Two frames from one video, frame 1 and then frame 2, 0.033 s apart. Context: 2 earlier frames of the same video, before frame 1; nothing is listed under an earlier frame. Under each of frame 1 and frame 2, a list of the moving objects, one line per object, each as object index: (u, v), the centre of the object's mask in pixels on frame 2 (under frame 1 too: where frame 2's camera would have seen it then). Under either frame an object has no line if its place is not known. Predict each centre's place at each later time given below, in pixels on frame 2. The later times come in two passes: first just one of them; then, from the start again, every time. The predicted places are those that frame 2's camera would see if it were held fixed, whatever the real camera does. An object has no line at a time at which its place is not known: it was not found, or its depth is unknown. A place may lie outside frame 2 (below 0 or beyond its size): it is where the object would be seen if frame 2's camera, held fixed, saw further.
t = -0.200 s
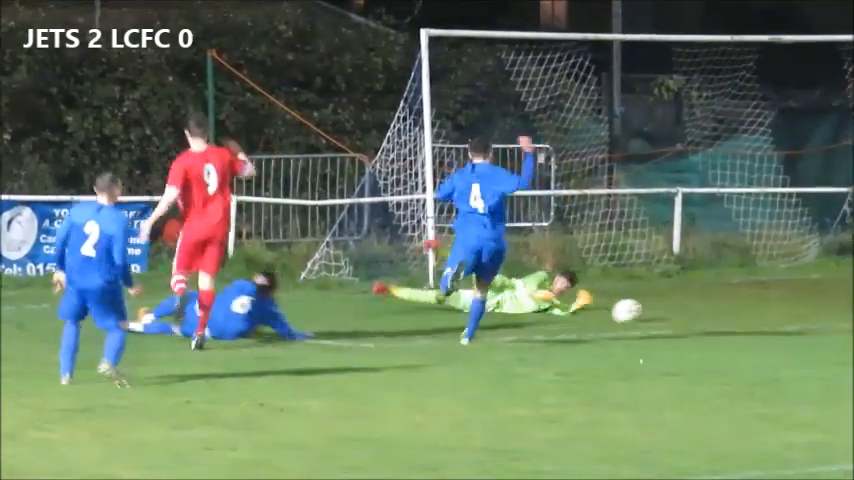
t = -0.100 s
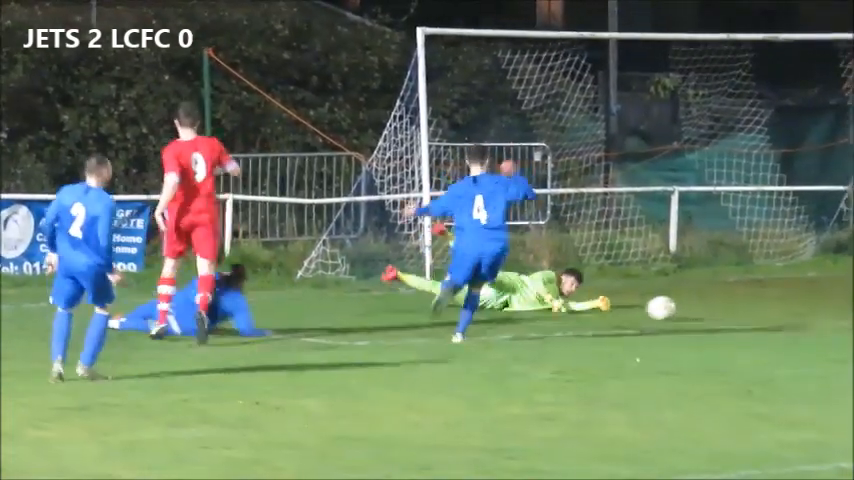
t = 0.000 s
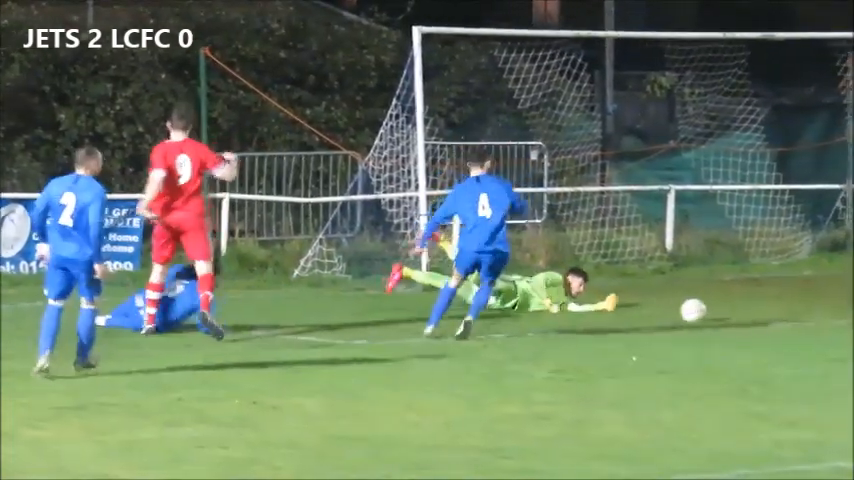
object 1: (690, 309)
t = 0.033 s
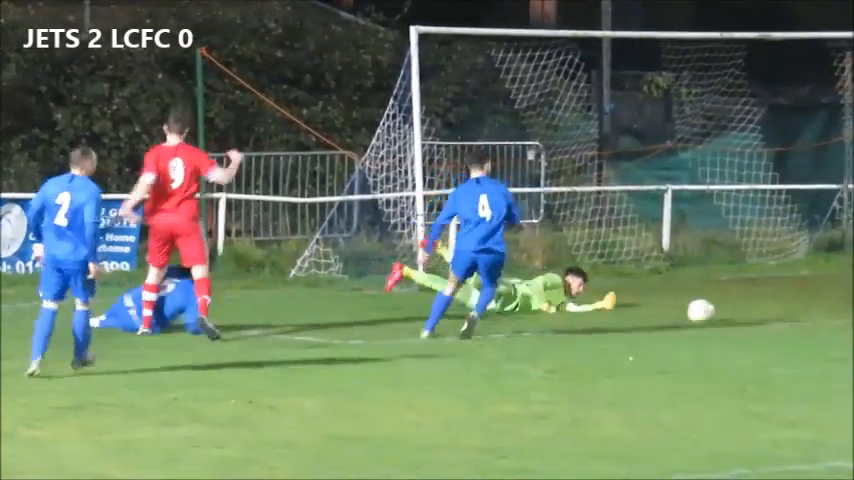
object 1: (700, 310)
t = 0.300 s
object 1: (774, 314)
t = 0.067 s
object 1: (710, 311)
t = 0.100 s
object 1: (721, 311)
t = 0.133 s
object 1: (730, 311)
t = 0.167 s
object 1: (738, 311)
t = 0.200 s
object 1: (749, 312)
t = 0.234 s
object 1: (757, 313)
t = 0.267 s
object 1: (765, 314)
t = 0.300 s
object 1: (774, 314)
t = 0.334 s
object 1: (781, 314)
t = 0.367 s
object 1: (789, 314)
